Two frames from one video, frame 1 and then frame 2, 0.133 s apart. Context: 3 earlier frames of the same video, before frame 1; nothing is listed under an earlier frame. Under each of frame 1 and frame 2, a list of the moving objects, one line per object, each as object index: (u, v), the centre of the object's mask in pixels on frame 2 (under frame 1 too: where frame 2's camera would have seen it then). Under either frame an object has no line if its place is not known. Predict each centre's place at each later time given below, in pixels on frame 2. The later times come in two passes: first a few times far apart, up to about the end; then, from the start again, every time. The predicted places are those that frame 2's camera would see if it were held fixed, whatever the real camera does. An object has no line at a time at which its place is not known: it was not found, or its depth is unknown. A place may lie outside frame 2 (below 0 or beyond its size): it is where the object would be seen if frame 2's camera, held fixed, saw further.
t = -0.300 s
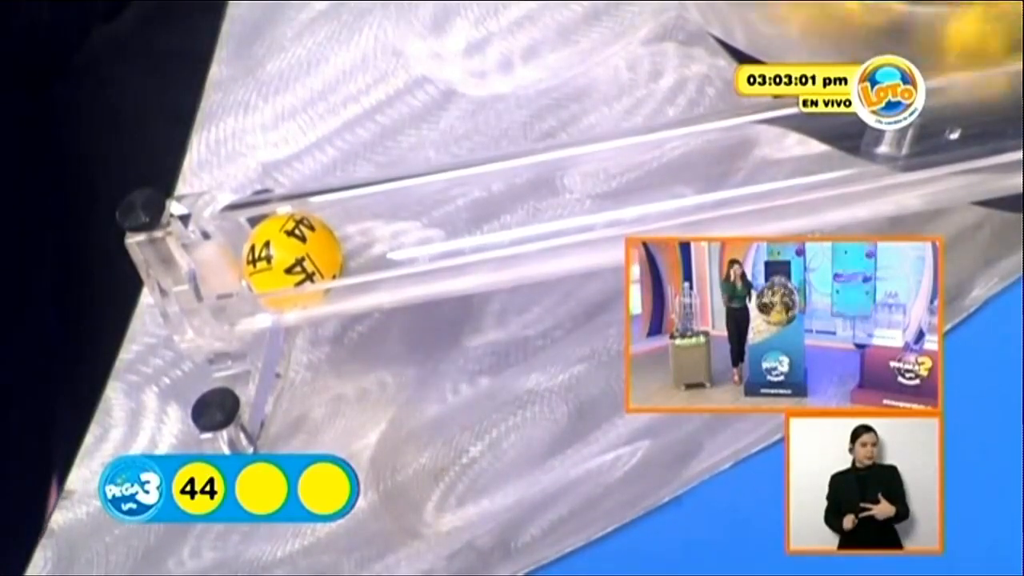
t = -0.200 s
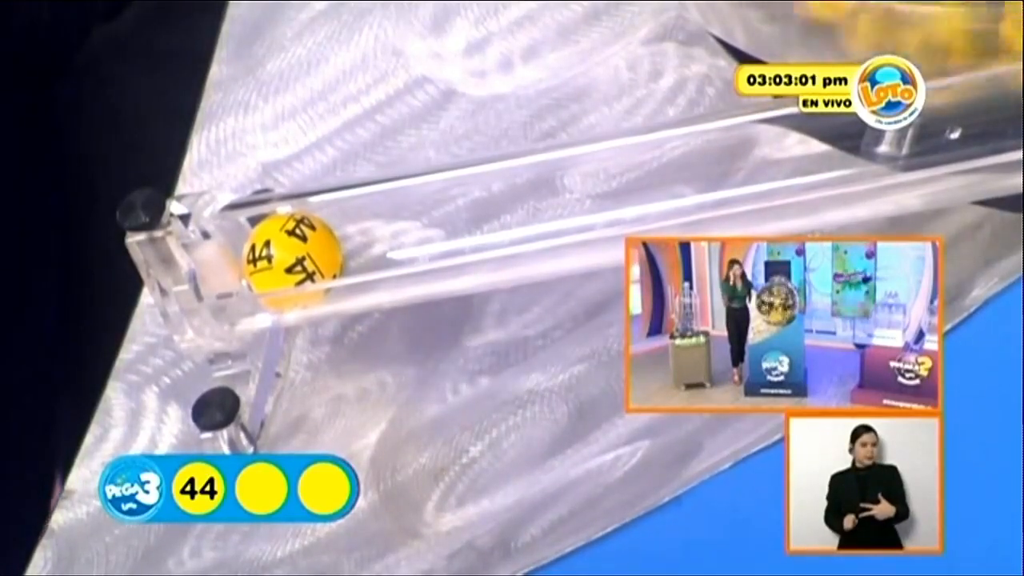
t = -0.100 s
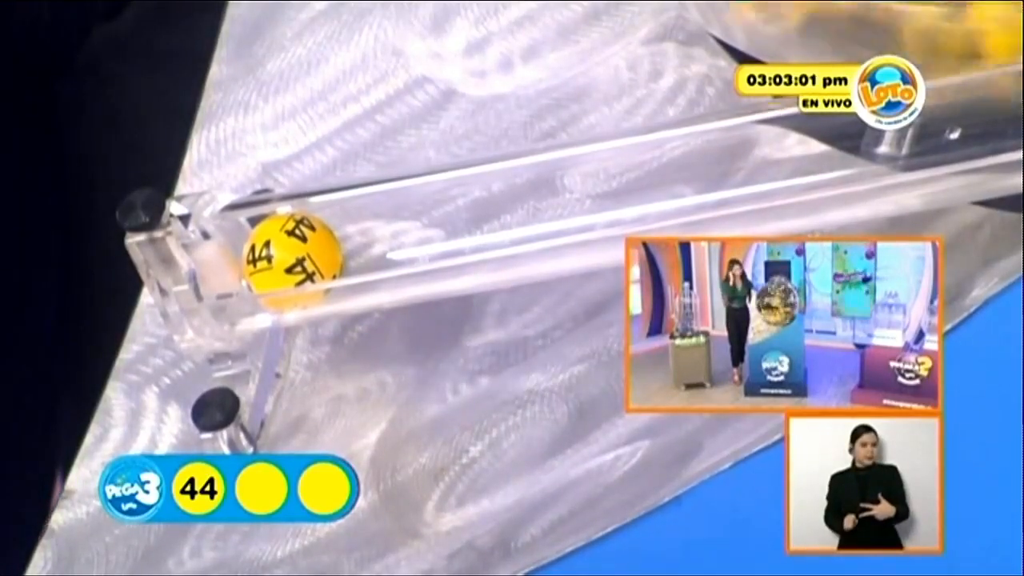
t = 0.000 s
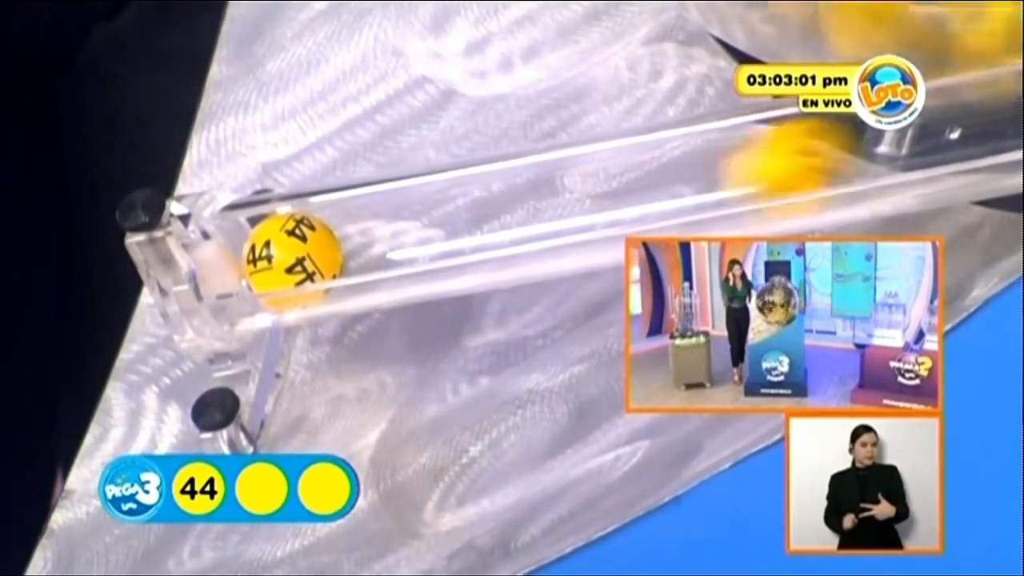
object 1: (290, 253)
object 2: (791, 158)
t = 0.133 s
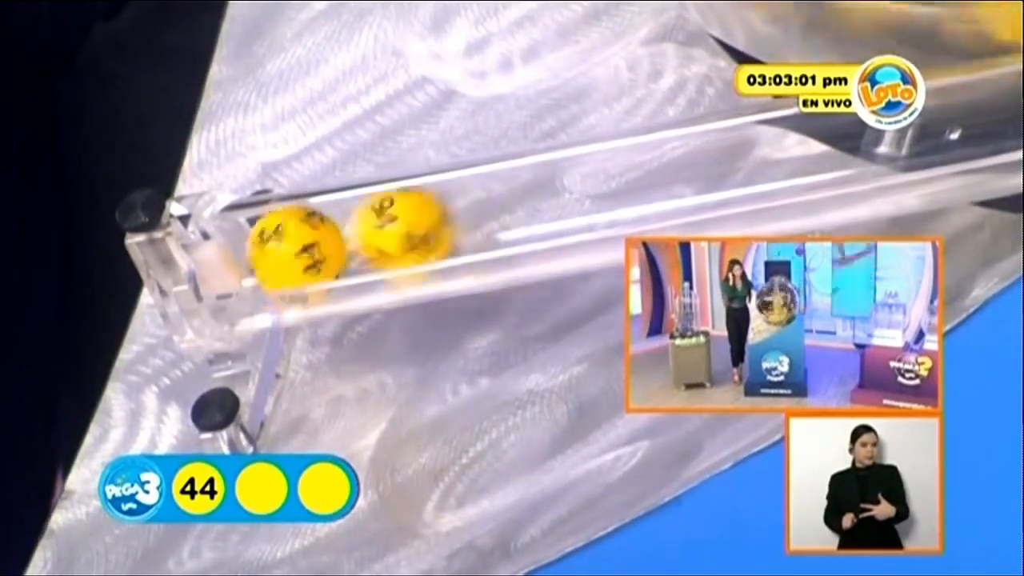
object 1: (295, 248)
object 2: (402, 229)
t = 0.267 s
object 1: (292, 250)
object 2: (494, 214)
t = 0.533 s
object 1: (293, 251)
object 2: (386, 238)
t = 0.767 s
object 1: (286, 253)
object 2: (377, 238)
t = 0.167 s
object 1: (298, 251)
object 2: (440, 222)
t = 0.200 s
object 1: (298, 252)
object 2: (471, 218)
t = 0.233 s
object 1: (295, 250)
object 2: (489, 216)
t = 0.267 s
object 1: (292, 250)
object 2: (494, 214)
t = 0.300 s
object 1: (290, 252)
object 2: (493, 215)
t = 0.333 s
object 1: (290, 252)
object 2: (483, 217)
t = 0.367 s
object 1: (290, 252)
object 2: (468, 220)
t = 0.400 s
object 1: (290, 253)
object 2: (451, 224)
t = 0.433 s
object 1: (290, 253)
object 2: (432, 228)
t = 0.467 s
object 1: (290, 253)
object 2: (410, 232)
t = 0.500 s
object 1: (289, 253)
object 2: (384, 237)
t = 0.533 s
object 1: (293, 251)
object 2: (386, 238)
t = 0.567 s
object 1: (291, 253)
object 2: (387, 241)
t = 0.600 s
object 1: (288, 253)
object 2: (381, 243)
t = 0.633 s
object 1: (287, 253)
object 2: (378, 239)
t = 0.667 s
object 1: (287, 254)
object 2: (378, 243)
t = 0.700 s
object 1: (287, 254)
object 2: (378, 238)
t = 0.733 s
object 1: (287, 253)
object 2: (378, 244)
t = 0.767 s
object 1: (286, 253)
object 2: (377, 238)
